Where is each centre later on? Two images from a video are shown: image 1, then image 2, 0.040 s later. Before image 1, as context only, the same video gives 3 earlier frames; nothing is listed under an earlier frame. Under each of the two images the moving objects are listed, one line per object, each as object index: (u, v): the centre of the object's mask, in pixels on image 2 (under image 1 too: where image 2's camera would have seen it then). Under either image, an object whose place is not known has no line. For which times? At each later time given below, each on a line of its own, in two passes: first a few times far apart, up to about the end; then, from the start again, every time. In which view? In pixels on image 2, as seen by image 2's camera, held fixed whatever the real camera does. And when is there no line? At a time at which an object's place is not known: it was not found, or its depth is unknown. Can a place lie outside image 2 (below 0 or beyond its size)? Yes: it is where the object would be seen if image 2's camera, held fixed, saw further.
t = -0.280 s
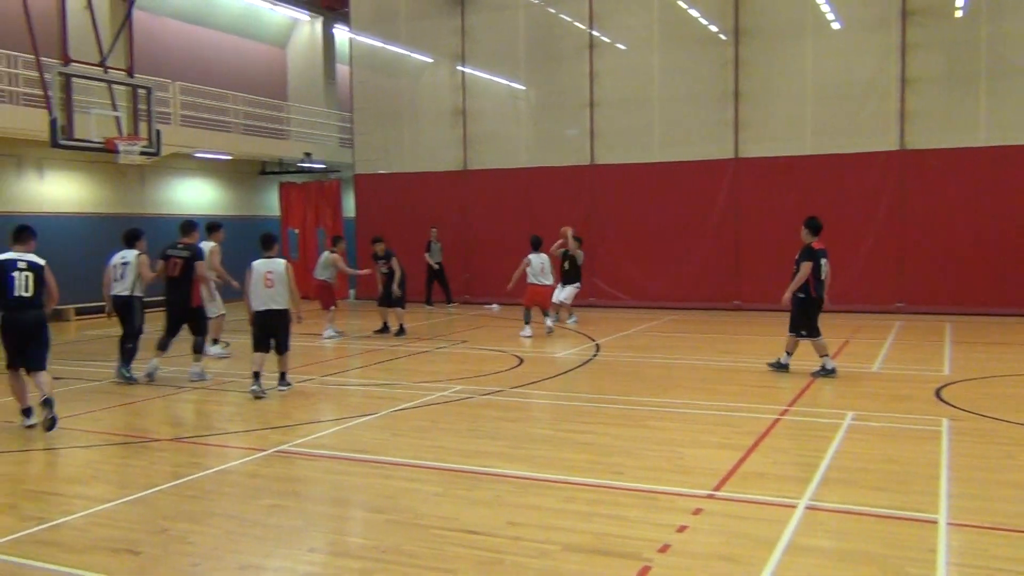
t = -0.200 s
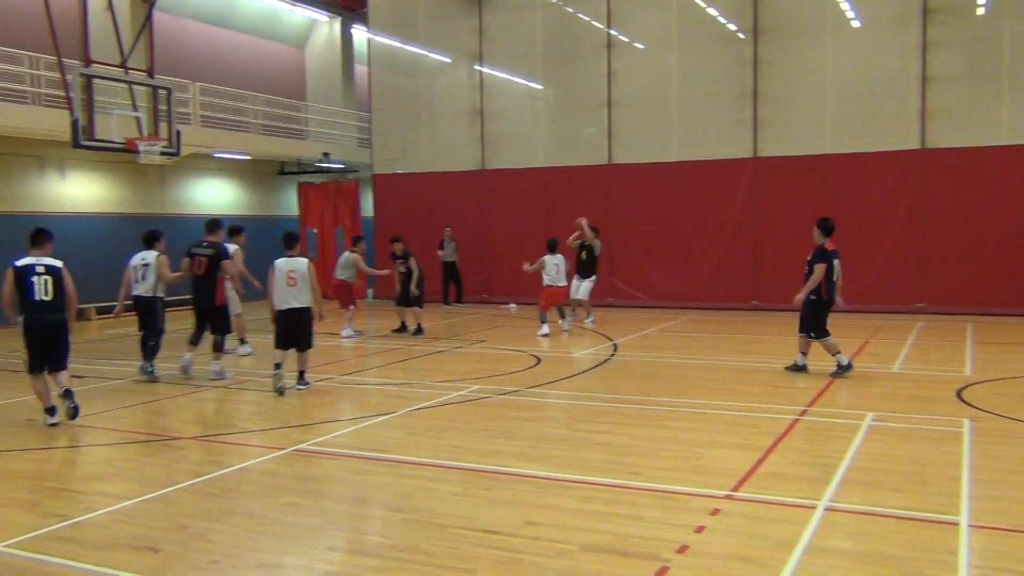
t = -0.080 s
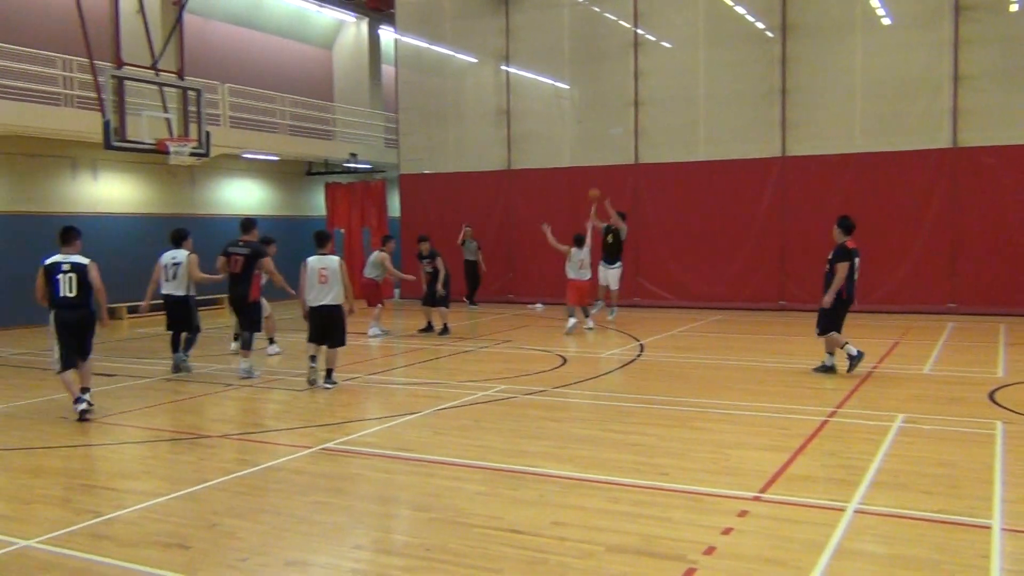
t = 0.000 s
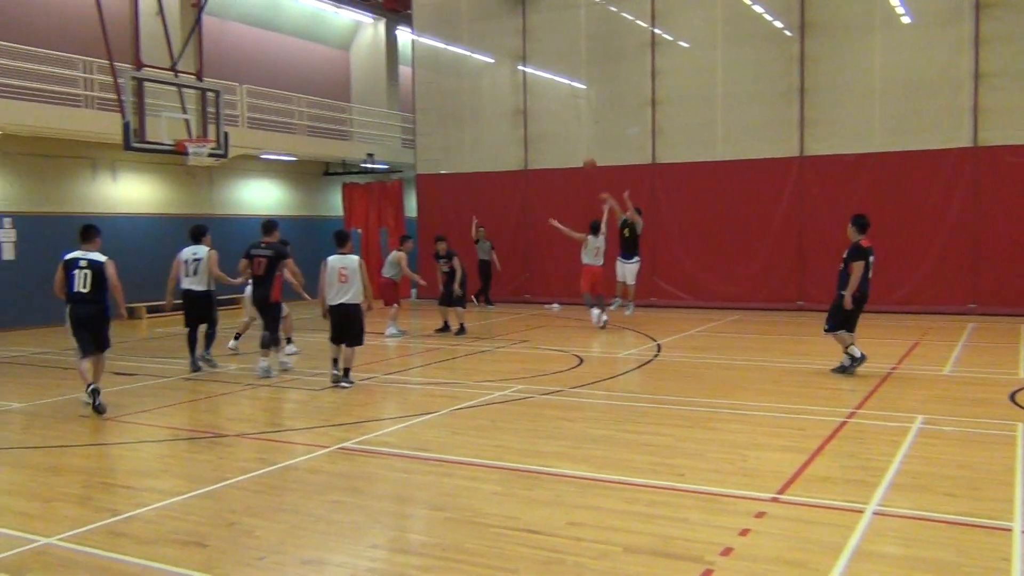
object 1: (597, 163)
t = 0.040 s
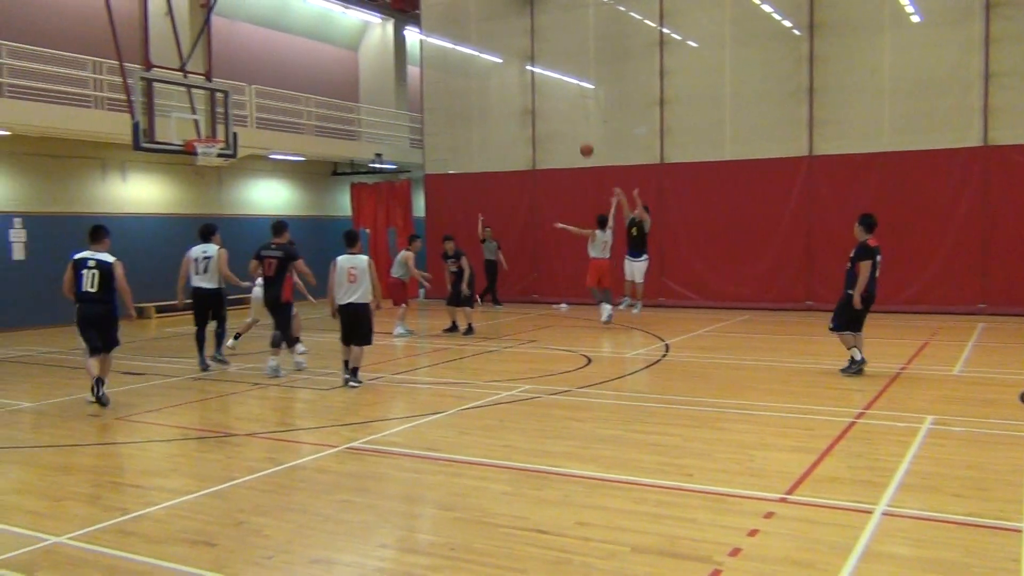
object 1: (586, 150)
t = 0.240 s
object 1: (532, 90)
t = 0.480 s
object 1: (462, 44)
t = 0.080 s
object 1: (576, 136)
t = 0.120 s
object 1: (565, 124)
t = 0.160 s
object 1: (554, 111)
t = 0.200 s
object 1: (543, 100)
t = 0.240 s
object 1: (532, 90)
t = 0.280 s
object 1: (521, 80)
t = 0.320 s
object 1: (509, 71)
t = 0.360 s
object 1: (498, 64)
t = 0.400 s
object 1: (486, 56)
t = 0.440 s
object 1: (474, 50)
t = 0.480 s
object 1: (462, 44)
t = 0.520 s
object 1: (451, 40)
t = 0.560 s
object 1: (439, 36)
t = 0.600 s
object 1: (428, 34)
